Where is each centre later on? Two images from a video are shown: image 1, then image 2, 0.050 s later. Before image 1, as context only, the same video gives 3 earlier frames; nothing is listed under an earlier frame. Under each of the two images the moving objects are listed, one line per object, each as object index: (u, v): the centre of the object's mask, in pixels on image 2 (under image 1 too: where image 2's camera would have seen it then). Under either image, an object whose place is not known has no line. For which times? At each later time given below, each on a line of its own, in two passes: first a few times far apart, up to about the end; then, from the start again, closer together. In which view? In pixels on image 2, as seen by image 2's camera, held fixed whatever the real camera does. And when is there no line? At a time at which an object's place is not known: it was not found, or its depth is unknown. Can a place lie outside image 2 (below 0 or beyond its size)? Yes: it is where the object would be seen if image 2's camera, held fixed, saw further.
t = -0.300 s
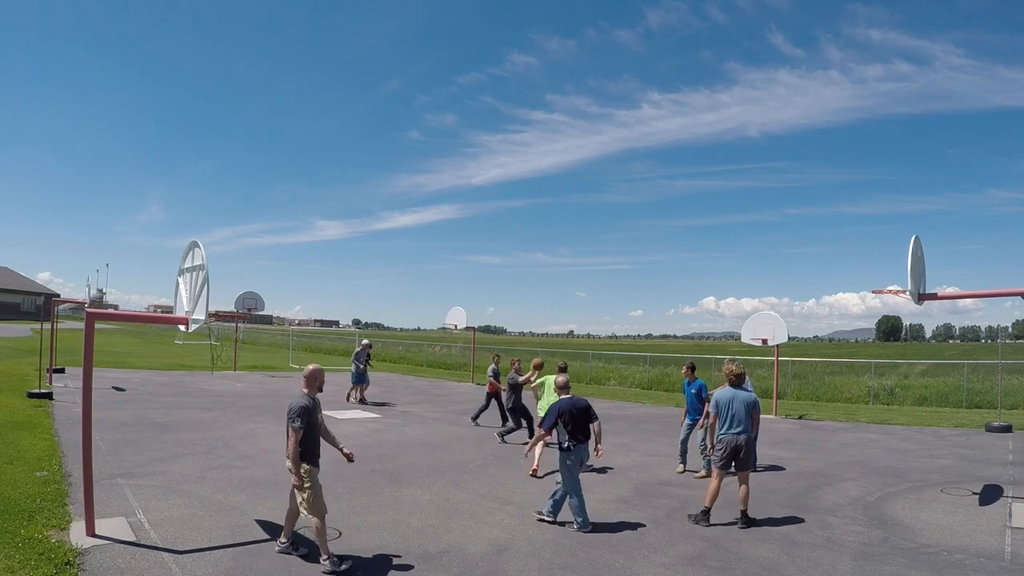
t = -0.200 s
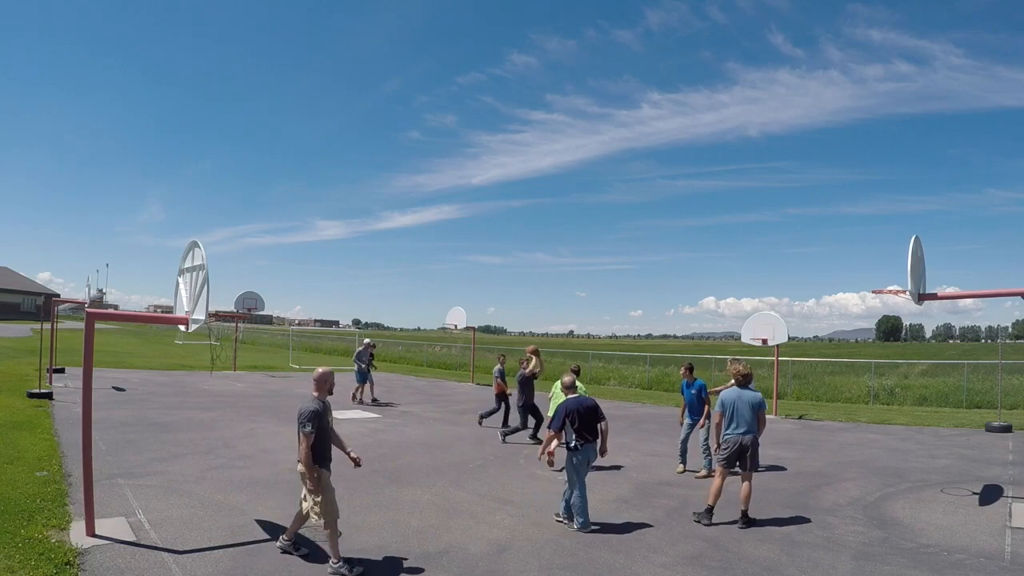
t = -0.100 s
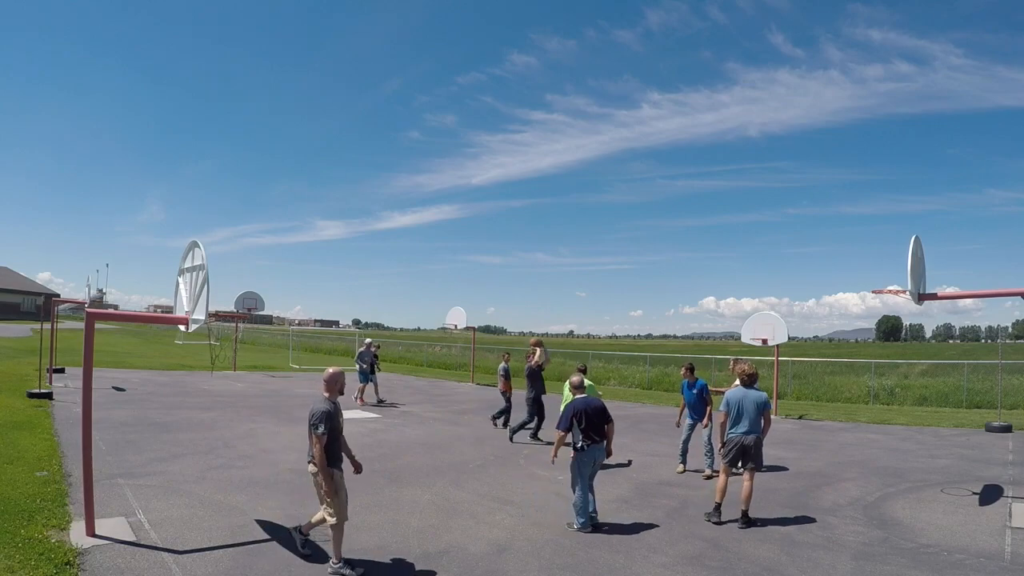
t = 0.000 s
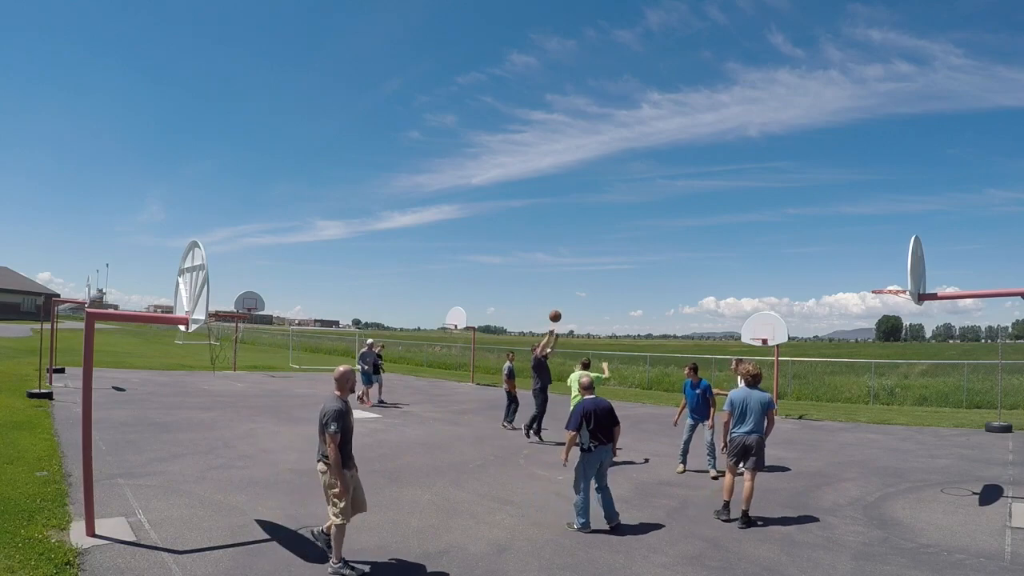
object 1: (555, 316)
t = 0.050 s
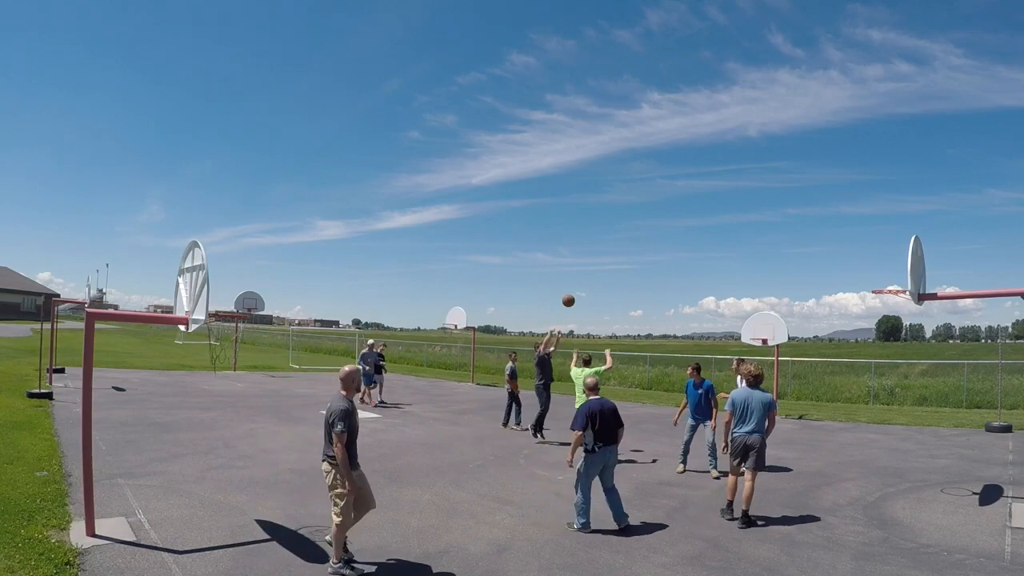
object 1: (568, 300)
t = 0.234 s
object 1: (620, 252)
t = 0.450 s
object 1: (687, 215)
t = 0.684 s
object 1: (768, 203)
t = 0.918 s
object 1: (860, 228)
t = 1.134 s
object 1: (882, 282)
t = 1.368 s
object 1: (824, 265)
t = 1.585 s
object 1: (775, 280)
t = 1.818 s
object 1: (728, 328)
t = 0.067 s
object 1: (573, 295)
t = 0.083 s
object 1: (577, 291)
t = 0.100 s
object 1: (582, 286)
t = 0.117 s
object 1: (586, 281)
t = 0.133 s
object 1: (591, 277)
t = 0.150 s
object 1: (595, 272)
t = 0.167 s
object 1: (601, 268)
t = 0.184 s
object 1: (605, 264)
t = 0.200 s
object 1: (610, 260)
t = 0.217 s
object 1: (615, 256)
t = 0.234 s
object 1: (620, 252)
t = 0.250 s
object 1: (624, 249)
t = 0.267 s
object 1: (629, 245)
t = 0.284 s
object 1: (634, 241)
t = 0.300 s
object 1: (640, 238)
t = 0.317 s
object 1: (644, 235)
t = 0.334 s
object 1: (650, 232)
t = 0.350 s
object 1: (655, 229)
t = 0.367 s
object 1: (660, 226)
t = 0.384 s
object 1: (665, 224)
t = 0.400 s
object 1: (671, 221)
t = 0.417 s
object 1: (676, 219)
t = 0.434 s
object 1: (681, 217)
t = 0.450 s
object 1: (687, 215)
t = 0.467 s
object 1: (692, 213)
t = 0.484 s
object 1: (698, 211)
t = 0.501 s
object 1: (703, 209)
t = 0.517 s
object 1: (709, 208)
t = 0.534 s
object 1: (715, 207)
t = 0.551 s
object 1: (720, 205)
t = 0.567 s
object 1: (726, 204)
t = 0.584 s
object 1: (732, 204)
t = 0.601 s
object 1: (737, 203)
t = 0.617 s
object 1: (744, 203)
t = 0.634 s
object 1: (750, 203)
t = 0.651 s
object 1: (756, 203)
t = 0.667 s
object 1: (762, 203)
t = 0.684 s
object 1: (768, 203)
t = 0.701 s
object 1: (774, 203)
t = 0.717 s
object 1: (780, 204)
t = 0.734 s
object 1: (787, 205)
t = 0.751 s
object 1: (793, 206)
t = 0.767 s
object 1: (800, 207)
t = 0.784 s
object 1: (806, 209)
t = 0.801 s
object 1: (813, 210)
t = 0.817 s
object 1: (819, 213)
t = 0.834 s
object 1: (826, 214)
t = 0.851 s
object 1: (833, 217)
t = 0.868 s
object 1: (839, 219)
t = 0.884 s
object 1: (846, 222)
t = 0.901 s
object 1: (853, 225)
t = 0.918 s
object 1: (860, 228)
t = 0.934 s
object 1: (867, 231)
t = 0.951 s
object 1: (874, 235)
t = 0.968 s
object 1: (881, 239)
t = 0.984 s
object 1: (888, 244)
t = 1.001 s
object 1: (895, 248)
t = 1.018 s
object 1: (902, 252)
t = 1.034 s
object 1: (905, 257)
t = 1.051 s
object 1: (904, 261)
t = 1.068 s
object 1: (901, 265)
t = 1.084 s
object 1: (897, 269)
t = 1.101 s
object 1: (892, 274)
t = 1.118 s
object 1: (887, 278)
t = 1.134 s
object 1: (882, 282)
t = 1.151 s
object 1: (878, 282)
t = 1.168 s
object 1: (873, 280)
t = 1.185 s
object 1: (869, 278)
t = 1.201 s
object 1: (865, 276)
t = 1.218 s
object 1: (861, 274)
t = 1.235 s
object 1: (856, 272)
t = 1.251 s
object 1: (852, 270)
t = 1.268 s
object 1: (848, 269)
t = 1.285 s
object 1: (844, 268)
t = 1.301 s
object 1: (840, 267)
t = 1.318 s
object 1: (836, 266)
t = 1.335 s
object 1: (832, 266)
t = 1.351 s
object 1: (828, 265)
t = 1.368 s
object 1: (824, 265)
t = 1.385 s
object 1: (820, 265)
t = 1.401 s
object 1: (816, 265)
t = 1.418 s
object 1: (812, 266)
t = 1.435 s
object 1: (809, 266)
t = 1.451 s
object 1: (805, 267)
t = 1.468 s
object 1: (801, 268)
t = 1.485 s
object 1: (797, 269)
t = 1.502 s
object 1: (794, 271)
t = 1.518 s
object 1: (790, 272)
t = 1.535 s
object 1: (786, 274)
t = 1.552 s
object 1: (783, 276)
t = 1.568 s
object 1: (779, 278)
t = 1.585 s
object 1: (775, 280)
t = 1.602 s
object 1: (772, 282)
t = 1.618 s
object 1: (769, 285)
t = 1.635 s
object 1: (765, 288)
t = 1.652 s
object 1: (762, 291)
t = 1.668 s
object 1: (758, 294)
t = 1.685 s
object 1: (755, 297)
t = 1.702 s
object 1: (751, 300)
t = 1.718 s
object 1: (748, 304)
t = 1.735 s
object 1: (745, 308)
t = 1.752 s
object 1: (742, 311)
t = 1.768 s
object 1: (738, 315)
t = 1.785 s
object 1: (735, 320)
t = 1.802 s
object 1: (731, 324)
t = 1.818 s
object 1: (728, 328)
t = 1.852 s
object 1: (722, 338)
